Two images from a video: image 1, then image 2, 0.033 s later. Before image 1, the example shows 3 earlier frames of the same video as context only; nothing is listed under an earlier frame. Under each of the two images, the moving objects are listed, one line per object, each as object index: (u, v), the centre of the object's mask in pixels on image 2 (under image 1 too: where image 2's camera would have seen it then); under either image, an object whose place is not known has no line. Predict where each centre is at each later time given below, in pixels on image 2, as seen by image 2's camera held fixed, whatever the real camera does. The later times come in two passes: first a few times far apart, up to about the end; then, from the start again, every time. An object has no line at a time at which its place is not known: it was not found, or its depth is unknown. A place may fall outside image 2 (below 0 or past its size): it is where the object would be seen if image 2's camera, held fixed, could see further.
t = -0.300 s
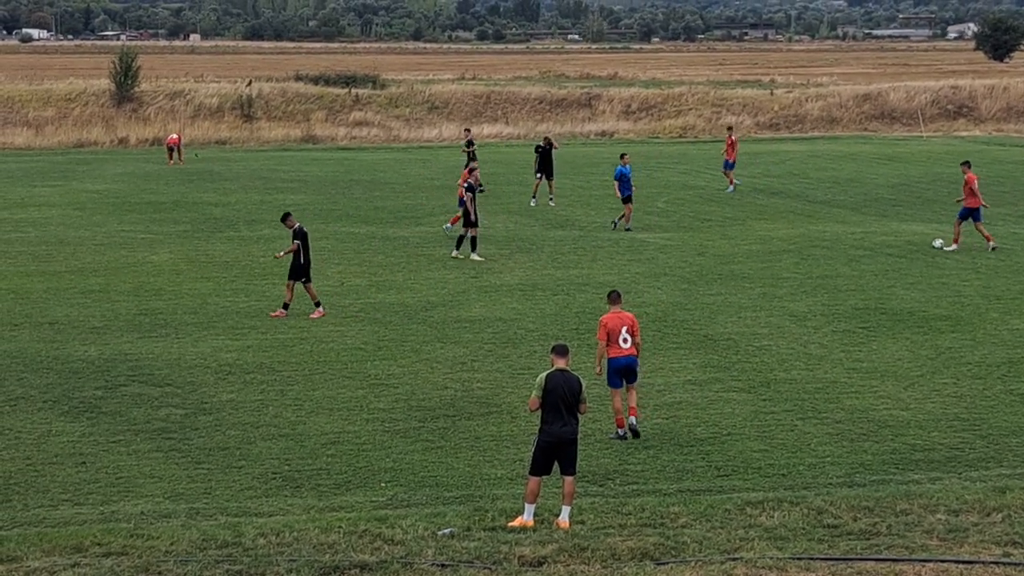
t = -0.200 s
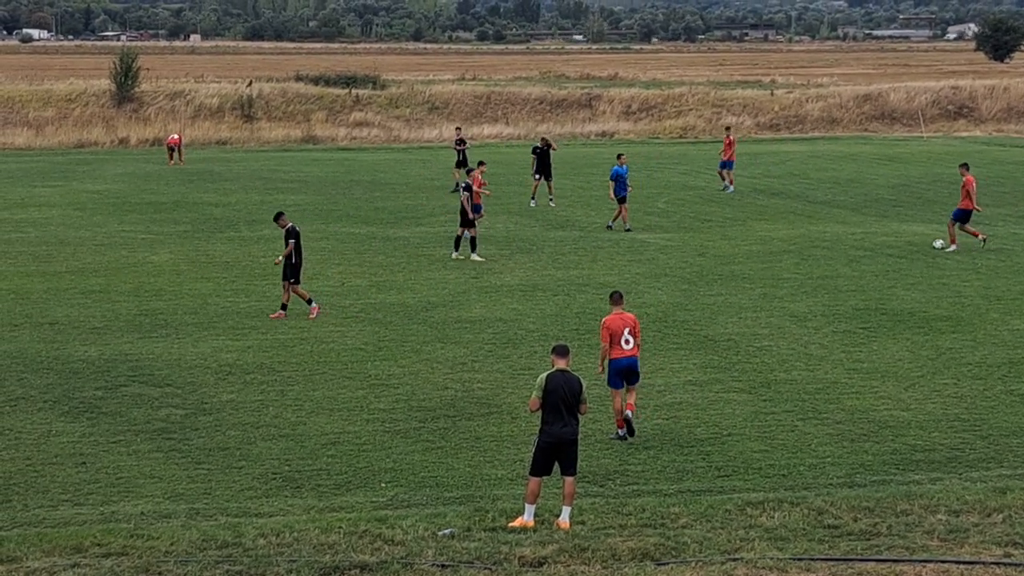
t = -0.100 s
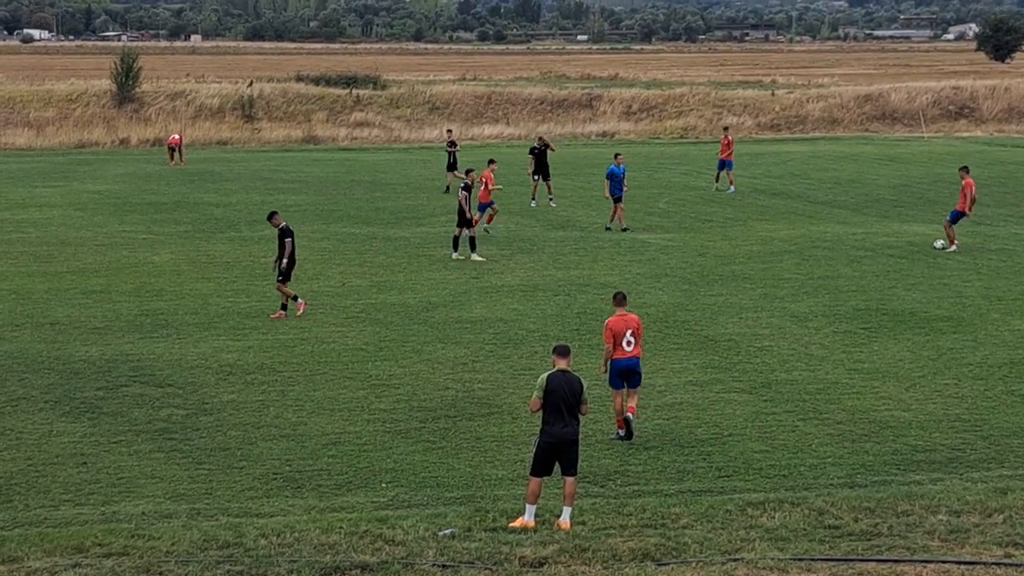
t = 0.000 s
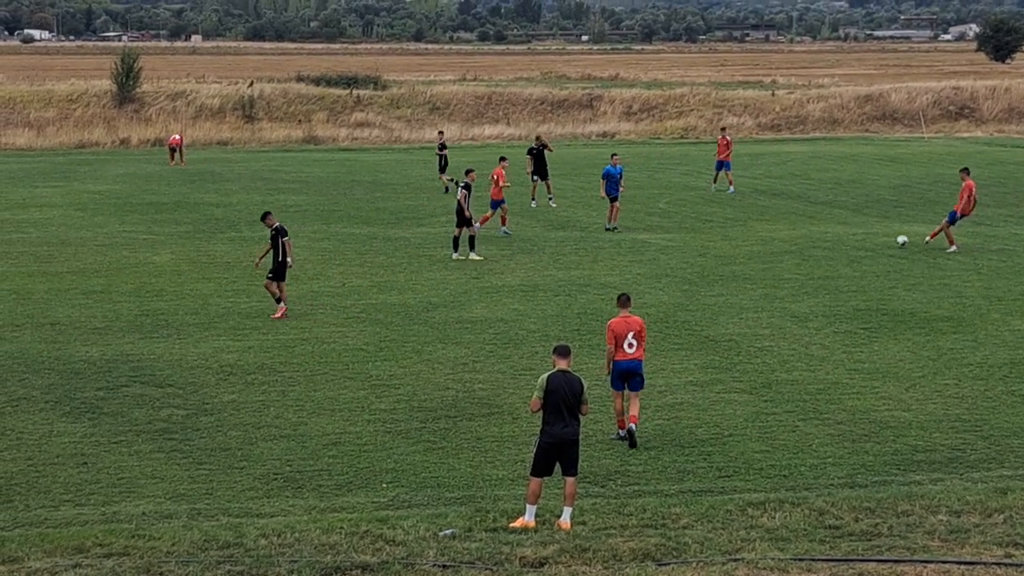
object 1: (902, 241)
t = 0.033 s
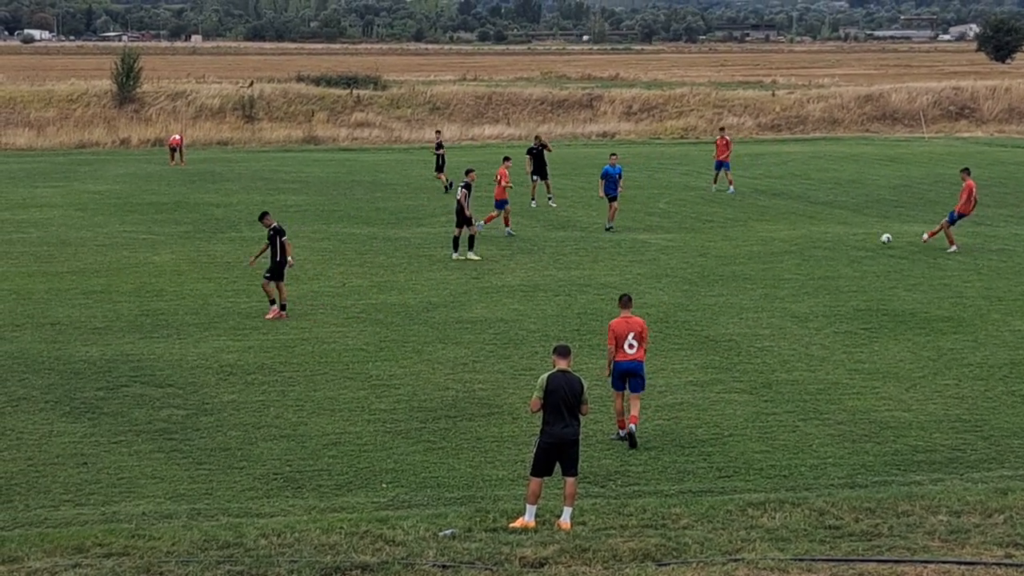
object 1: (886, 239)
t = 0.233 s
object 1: (792, 241)
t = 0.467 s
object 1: (703, 237)
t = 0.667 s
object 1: (644, 230)
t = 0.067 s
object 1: (870, 238)
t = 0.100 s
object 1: (854, 237)
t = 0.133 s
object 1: (837, 237)
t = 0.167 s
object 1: (823, 238)
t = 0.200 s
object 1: (807, 239)
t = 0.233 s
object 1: (792, 241)
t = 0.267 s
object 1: (778, 240)
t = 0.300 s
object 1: (766, 238)
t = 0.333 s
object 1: (753, 236)
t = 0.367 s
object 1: (741, 236)
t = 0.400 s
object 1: (728, 235)
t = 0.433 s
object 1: (716, 236)
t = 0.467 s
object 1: (703, 237)
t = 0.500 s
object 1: (691, 237)
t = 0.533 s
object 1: (681, 236)
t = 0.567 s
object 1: (672, 234)
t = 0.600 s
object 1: (662, 232)
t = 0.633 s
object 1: (653, 231)
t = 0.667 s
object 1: (644, 230)
